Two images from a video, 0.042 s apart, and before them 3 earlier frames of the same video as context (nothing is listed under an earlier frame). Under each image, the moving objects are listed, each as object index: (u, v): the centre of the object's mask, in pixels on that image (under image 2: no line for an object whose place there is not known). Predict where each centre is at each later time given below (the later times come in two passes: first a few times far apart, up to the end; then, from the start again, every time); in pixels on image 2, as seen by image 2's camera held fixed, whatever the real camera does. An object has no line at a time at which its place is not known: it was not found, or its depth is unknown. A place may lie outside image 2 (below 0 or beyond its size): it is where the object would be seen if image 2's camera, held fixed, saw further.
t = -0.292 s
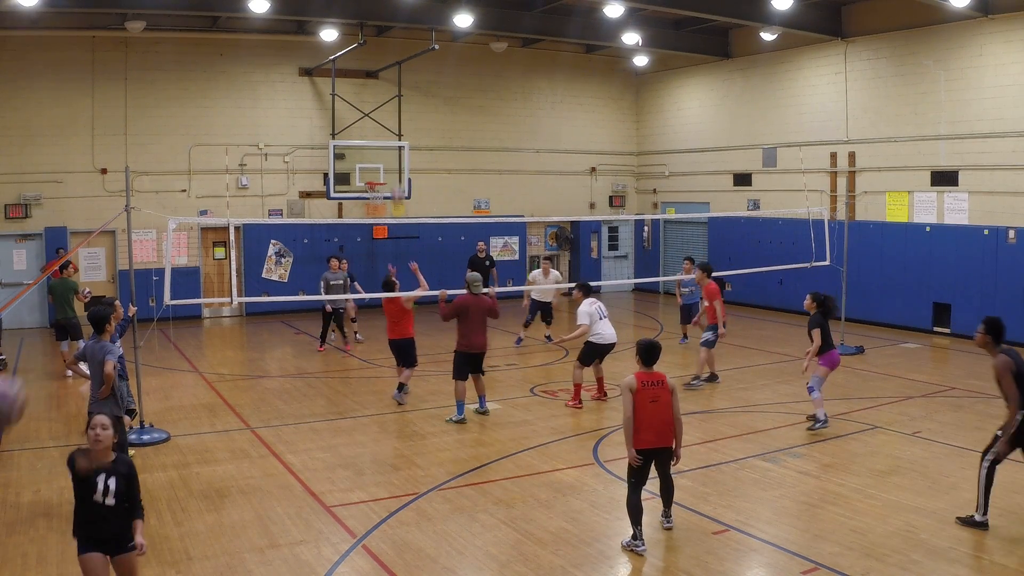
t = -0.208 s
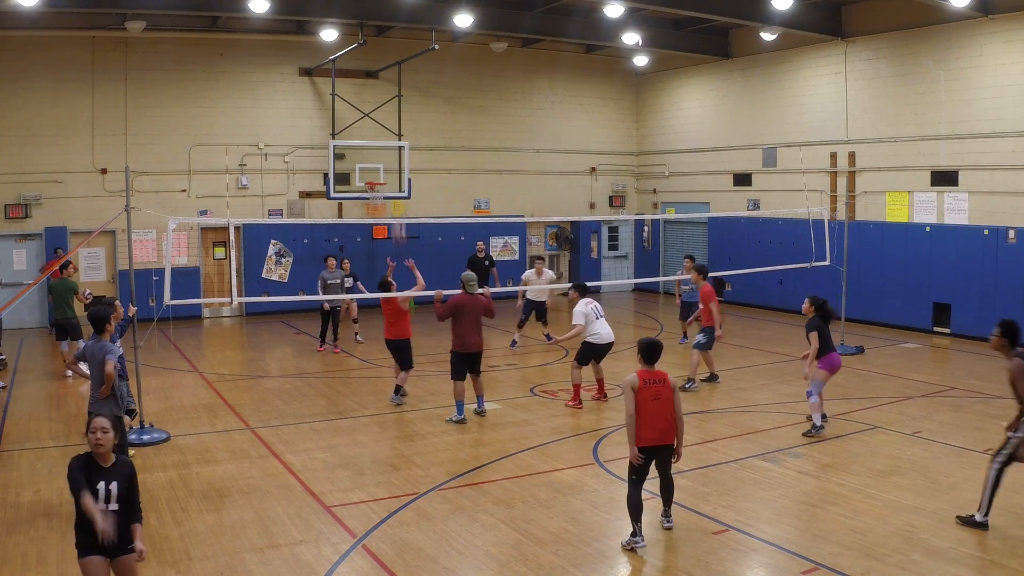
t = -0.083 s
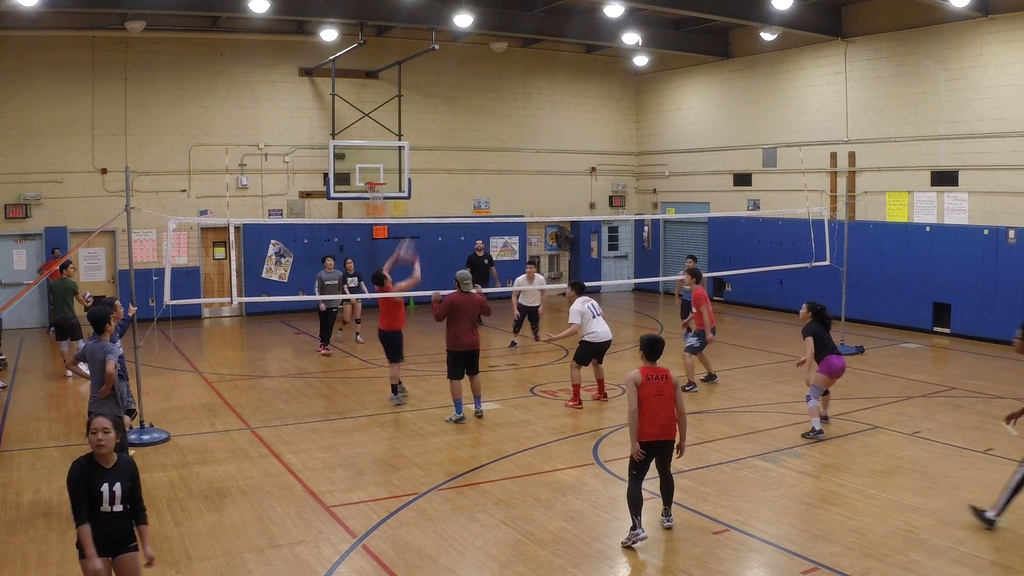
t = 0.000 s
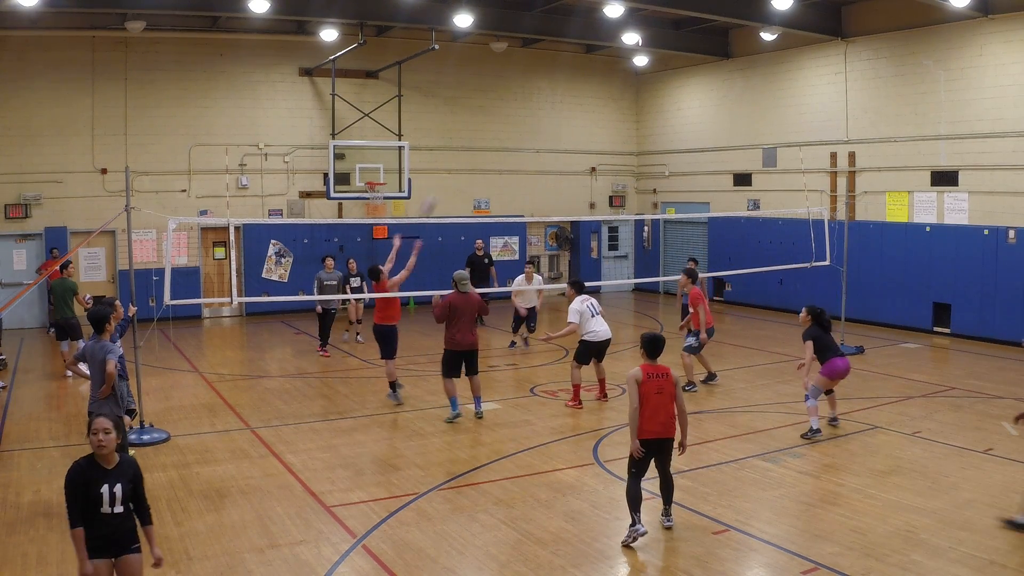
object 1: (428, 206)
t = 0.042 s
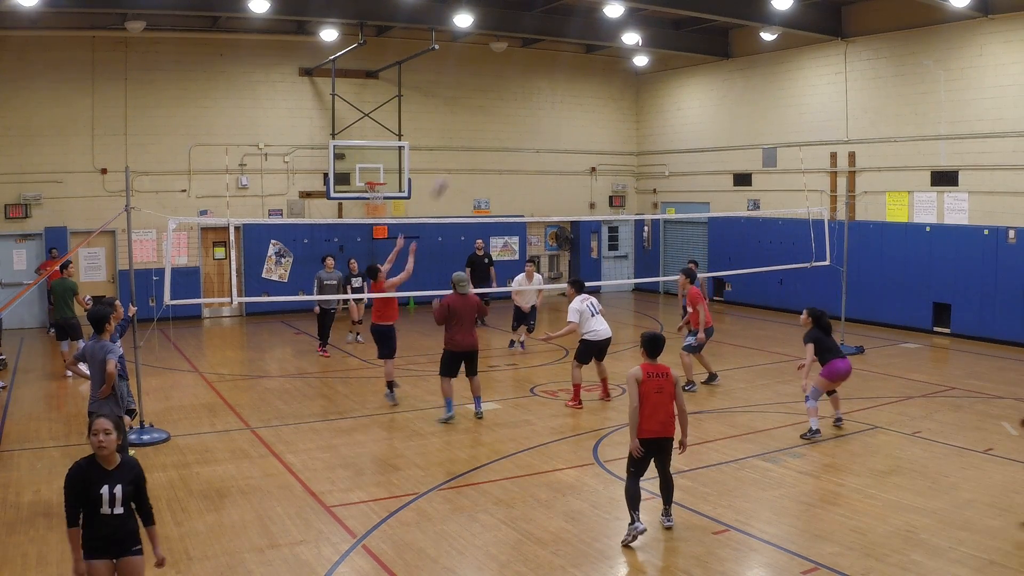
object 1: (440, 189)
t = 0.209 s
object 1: (485, 120)
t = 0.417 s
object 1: (536, 73)
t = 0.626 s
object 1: (580, 60)
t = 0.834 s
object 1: (622, 75)
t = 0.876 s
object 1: (629, 81)
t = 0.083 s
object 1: (453, 167)
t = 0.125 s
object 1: (462, 151)
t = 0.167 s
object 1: (473, 136)
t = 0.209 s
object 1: (485, 120)
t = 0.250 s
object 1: (496, 108)
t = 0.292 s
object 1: (507, 97)
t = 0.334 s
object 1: (516, 87)
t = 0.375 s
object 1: (526, 80)
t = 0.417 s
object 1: (536, 73)
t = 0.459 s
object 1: (545, 68)
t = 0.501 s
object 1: (554, 64)
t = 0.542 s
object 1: (563, 61)
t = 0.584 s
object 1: (572, 60)
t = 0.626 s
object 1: (580, 60)
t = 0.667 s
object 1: (590, 61)
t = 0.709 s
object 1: (598, 62)
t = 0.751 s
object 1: (606, 66)
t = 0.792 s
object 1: (614, 70)
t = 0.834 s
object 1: (622, 75)
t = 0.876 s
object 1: (629, 81)
